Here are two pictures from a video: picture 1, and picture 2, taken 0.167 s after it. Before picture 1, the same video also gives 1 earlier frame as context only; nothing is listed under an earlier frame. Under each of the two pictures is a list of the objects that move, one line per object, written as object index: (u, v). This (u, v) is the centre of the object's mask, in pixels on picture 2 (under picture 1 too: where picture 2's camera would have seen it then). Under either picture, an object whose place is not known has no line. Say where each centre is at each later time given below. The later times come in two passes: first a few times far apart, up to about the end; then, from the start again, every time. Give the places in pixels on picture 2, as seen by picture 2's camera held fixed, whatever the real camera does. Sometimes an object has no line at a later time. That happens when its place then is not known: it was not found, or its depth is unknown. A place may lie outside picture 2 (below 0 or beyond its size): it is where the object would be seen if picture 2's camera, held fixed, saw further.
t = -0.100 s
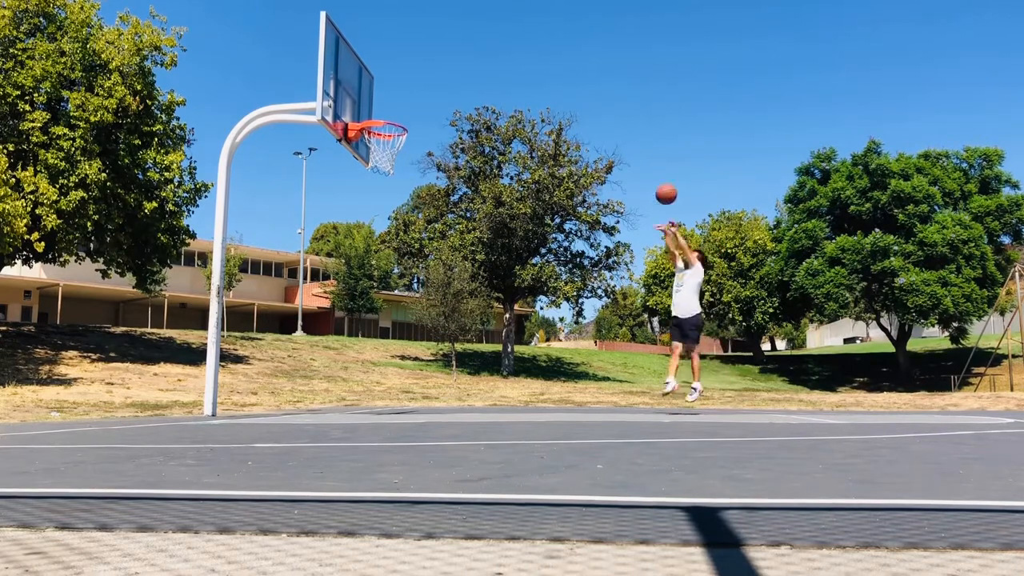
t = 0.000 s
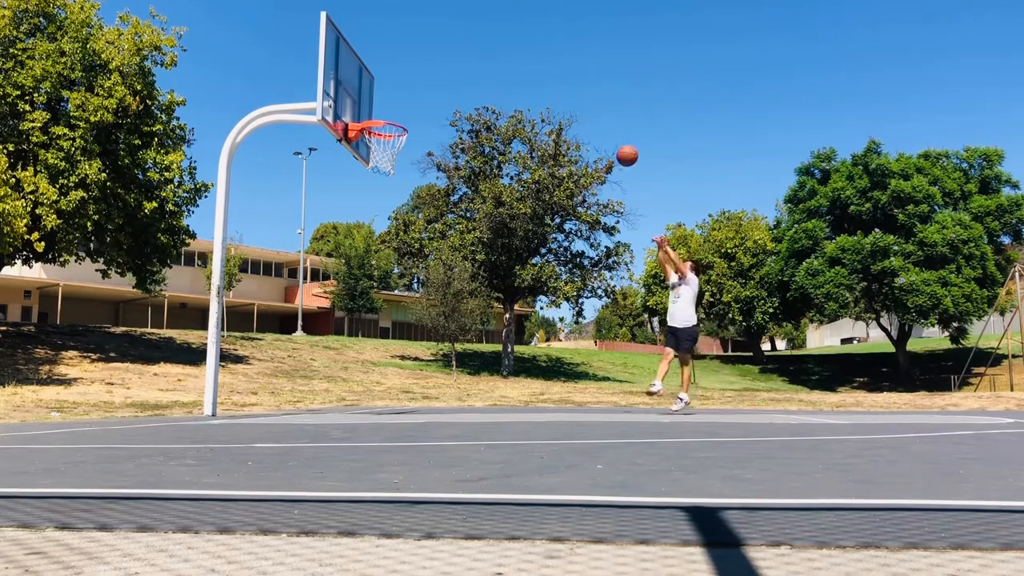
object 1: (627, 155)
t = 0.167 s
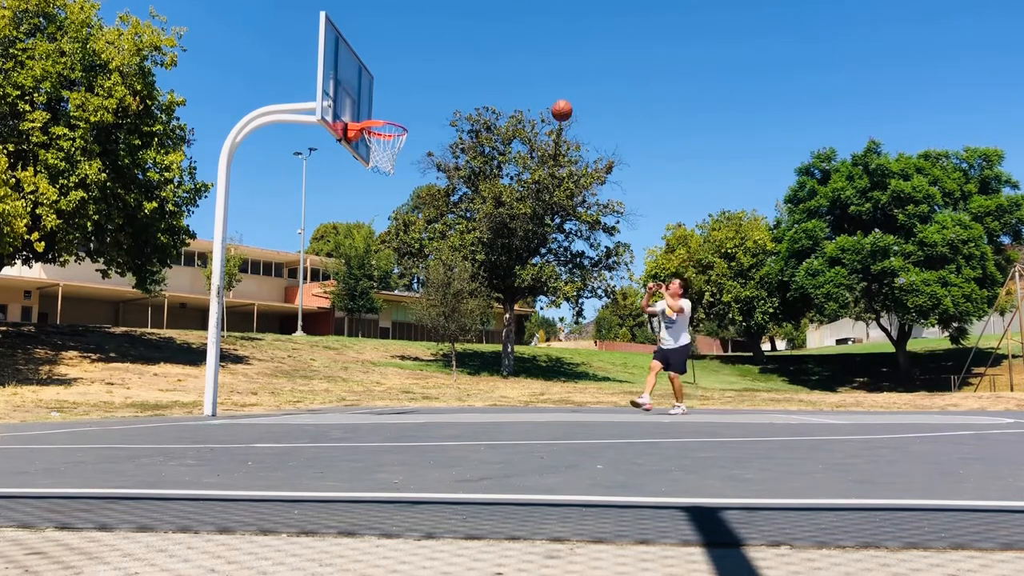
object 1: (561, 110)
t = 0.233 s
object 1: (535, 99)
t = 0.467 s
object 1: (442, 88)
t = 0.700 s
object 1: (363, 112)
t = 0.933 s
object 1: (391, 109)
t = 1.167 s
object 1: (420, 126)
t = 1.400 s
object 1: (449, 194)
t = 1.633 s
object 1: (480, 323)
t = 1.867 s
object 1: (512, 339)
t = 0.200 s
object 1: (548, 104)
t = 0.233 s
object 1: (535, 99)
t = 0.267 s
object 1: (522, 94)
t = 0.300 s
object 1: (509, 91)
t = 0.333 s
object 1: (495, 88)
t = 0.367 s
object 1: (482, 87)
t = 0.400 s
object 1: (469, 86)
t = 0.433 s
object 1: (455, 86)
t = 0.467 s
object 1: (442, 88)
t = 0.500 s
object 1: (428, 90)
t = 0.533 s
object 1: (414, 93)
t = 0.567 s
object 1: (400, 98)
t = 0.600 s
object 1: (386, 103)
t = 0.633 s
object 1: (372, 109)
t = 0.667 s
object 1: (359, 114)
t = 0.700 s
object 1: (363, 112)
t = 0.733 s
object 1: (367, 109)
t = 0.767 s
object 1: (371, 106)
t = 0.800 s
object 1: (375, 105)
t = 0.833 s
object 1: (379, 104)
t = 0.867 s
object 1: (383, 105)
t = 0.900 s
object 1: (387, 107)
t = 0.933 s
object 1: (391, 109)
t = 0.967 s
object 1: (395, 111)
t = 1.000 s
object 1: (399, 111)
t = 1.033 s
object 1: (404, 112)
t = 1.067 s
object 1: (408, 114)
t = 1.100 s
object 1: (412, 117)
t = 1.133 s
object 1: (416, 121)
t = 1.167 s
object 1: (420, 126)
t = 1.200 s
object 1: (424, 133)
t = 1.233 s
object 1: (428, 140)
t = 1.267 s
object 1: (432, 149)
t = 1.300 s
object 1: (436, 159)
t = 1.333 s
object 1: (441, 169)
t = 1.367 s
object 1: (445, 181)
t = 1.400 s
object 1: (449, 194)
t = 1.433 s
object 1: (454, 208)
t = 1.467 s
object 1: (458, 225)
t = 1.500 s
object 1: (463, 242)
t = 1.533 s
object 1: (467, 260)
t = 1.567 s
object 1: (472, 280)
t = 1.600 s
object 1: (476, 301)
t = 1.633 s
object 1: (480, 323)
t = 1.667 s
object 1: (485, 349)
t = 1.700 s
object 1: (488, 375)
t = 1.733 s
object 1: (493, 402)
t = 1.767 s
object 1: (498, 394)
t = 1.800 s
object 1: (503, 375)
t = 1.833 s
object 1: (507, 357)
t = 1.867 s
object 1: (512, 339)
